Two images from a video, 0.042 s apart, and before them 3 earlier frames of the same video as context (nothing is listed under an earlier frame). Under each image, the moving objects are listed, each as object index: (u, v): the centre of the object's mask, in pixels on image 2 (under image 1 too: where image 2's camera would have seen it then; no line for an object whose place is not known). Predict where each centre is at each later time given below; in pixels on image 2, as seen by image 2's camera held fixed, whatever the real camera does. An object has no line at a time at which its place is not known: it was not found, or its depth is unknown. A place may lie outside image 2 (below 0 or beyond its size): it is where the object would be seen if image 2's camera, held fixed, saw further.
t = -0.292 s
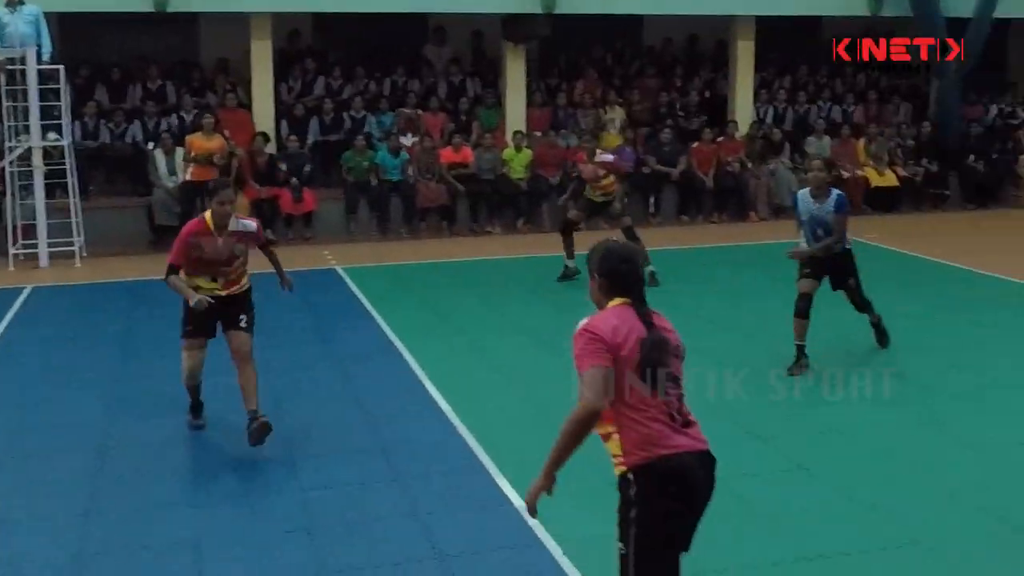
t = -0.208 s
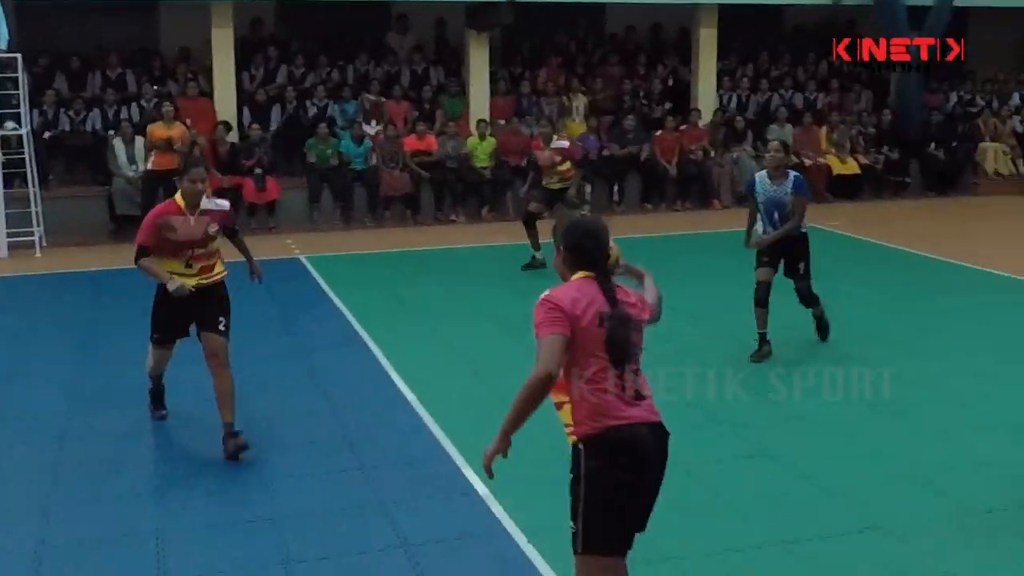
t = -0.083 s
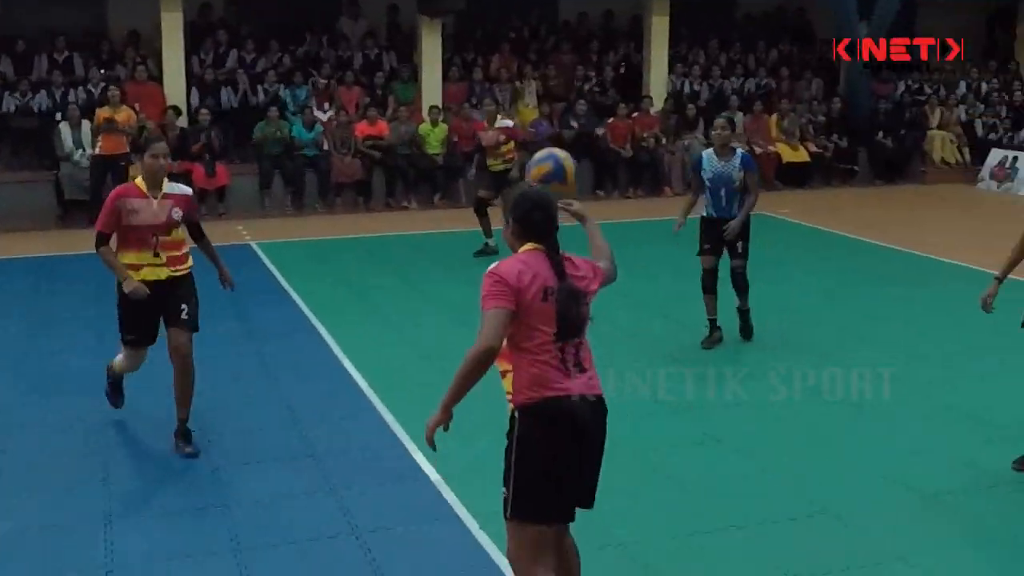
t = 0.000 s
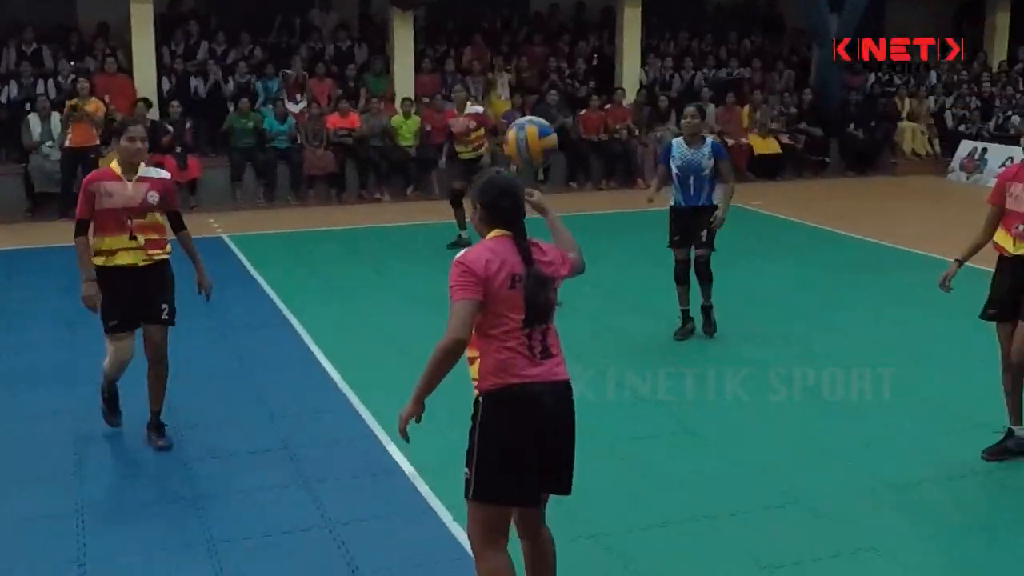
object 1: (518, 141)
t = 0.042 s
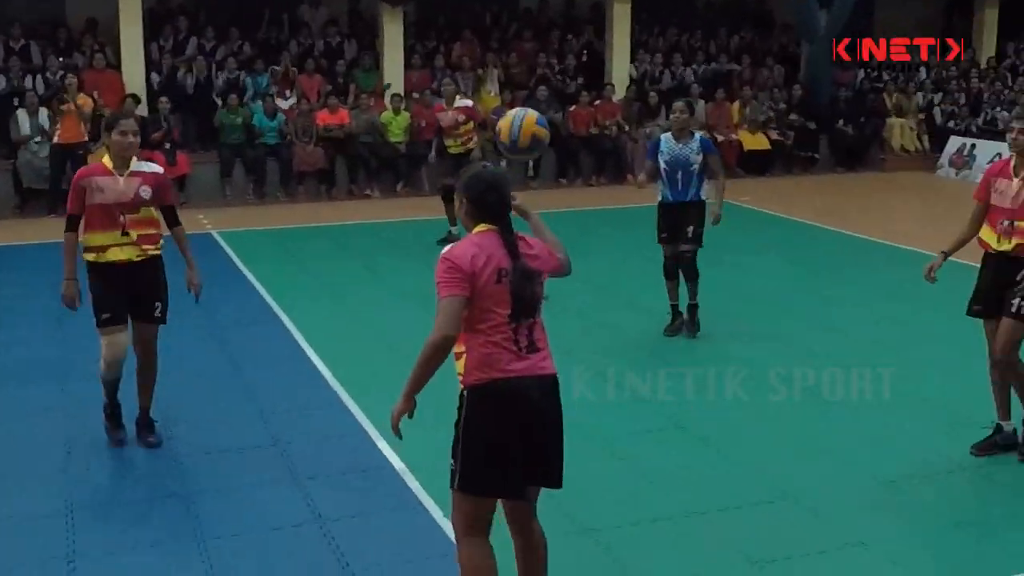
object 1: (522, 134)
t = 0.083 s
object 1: (526, 129)
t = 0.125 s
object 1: (530, 131)
